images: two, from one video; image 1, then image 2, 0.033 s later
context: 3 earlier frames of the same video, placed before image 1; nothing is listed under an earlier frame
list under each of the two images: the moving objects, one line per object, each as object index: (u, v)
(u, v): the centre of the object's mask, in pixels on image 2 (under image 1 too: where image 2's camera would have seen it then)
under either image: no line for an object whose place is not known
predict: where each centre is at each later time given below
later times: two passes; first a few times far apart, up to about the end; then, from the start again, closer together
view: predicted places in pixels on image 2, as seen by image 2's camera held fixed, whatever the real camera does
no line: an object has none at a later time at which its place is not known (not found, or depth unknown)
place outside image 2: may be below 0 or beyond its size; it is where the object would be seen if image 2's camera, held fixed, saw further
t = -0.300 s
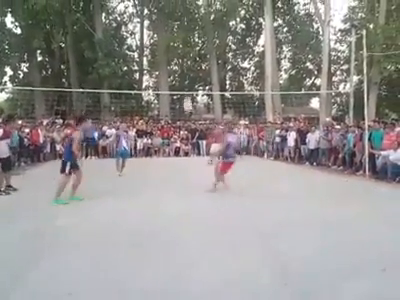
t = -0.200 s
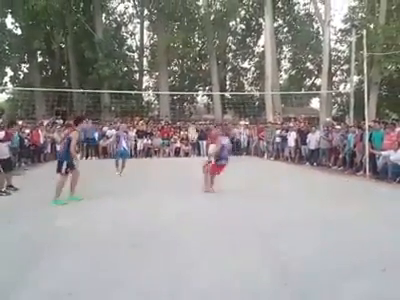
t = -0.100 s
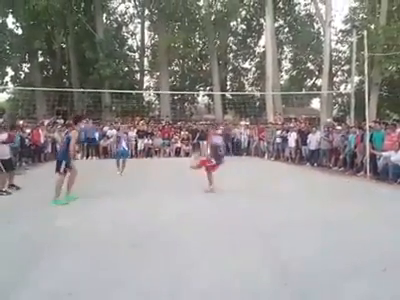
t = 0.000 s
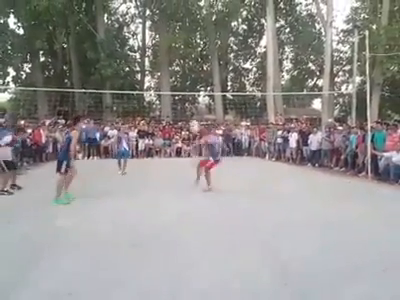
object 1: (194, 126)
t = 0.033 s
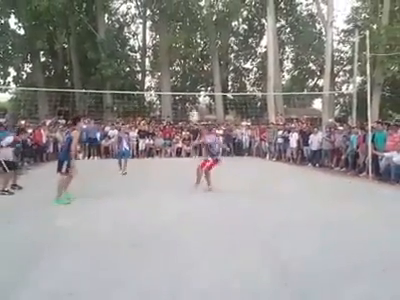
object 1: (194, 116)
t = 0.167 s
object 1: (190, 79)
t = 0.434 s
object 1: (182, 29)
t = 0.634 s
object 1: (176, 10)
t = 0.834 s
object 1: (170, 10)
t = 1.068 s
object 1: (165, 32)
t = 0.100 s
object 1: (192, 97)
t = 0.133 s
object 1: (190, 87)
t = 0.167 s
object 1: (190, 79)
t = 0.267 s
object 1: (187, 57)
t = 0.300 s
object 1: (185, 50)
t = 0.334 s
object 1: (184, 44)
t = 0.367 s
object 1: (183, 39)
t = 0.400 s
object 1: (182, 33)
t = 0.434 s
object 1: (182, 29)
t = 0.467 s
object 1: (181, 24)
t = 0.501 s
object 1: (180, 20)
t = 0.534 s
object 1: (179, 17)
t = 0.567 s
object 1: (178, 14)
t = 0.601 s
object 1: (177, 12)
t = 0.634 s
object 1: (176, 10)
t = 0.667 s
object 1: (175, 9)
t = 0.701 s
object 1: (174, 8)
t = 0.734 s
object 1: (173, 8)
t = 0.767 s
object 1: (172, 8)
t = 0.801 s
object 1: (172, 8)
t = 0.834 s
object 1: (170, 10)
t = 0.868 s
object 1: (169, 12)
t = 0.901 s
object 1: (169, 13)
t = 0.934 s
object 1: (168, 16)
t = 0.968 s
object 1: (167, 19)
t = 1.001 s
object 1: (166, 23)
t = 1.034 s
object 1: (165, 27)
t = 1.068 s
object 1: (165, 32)
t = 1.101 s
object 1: (163, 37)
